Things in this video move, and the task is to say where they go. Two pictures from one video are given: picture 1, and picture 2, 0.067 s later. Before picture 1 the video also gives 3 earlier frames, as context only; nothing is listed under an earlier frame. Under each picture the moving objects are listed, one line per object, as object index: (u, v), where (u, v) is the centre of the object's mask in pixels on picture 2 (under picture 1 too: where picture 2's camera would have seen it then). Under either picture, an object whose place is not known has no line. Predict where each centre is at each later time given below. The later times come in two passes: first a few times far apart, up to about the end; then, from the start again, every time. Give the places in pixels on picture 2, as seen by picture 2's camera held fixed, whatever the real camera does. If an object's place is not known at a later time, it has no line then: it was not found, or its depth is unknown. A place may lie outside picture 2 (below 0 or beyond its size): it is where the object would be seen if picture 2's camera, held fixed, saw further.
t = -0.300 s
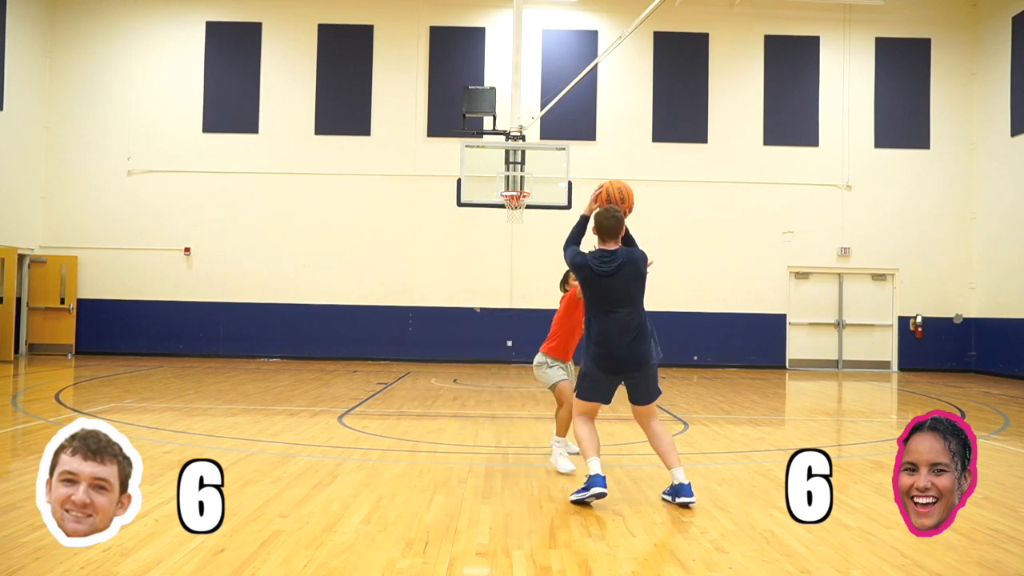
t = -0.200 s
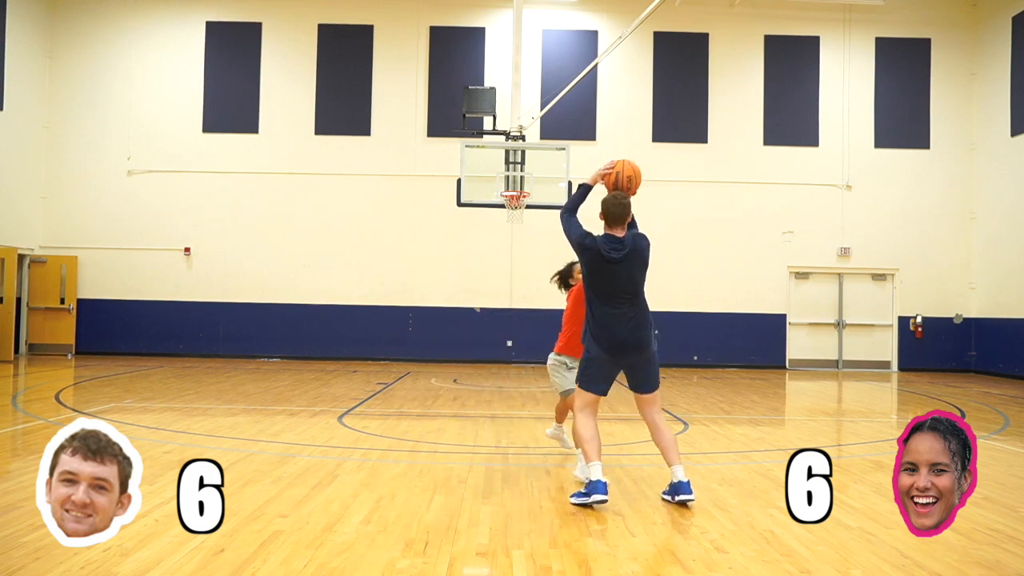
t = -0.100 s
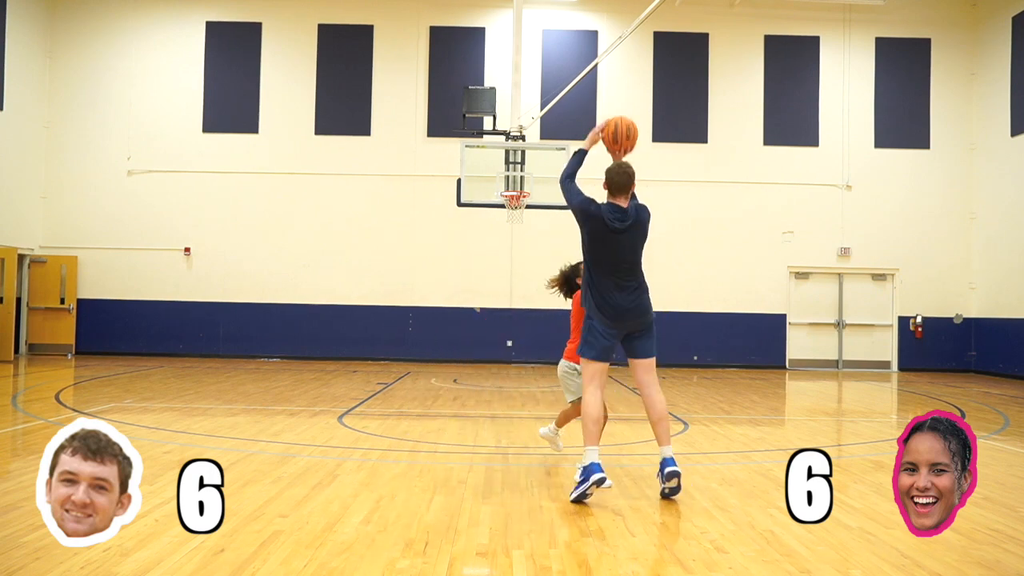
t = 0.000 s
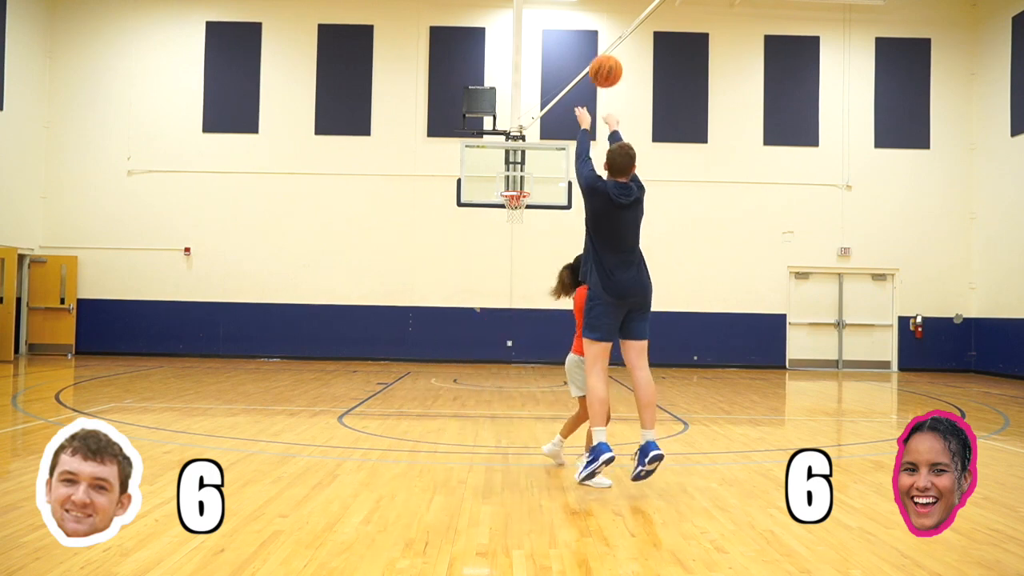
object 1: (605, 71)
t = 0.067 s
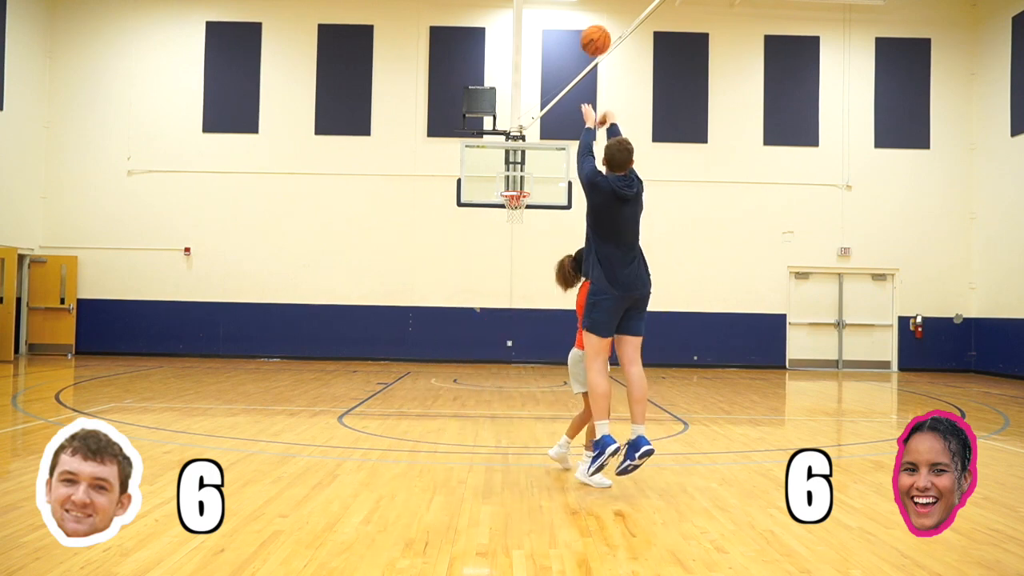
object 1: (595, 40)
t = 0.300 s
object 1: (569, 3)
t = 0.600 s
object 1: (548, 22)
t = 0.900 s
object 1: (532, 100)
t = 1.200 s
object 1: (518, 198)
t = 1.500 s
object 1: (501, 220)
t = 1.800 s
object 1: (496, 282)
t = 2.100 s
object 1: (491, 364)
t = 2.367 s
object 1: (499, 302)
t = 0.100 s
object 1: (591, 28)
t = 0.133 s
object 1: (587, 18)
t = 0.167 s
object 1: (582, 11)
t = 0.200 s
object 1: (579, 8)
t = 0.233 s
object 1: (575, 6)
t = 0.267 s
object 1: (572, 4)
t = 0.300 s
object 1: (569, 3)
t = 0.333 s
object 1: (566, 3)
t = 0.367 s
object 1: (564, 3)
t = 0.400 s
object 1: (561, 3)
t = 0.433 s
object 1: (559, 4)
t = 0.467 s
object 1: (556, 5)
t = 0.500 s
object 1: (554, 7)
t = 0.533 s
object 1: (552, 9)
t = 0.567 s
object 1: (550, 15)
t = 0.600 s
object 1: (548, 22)
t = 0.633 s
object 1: (546, 28)
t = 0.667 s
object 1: (544, 36)
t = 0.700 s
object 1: (542, 43)
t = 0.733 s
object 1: (540, 52)
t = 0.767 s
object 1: (539, 60)
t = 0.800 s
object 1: (537, 69)
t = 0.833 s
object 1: (535, 79)
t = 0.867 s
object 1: (533, 89)
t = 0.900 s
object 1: (532, 100)
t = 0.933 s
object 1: (530, 111)
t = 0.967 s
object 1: (528, 122)
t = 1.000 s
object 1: (527, 133)
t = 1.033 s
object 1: (526, 145)
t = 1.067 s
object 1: (524, 158)
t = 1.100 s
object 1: (523, 170)
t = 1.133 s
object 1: (521, 183)
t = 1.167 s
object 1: (520, 189)
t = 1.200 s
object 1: (518, 198)
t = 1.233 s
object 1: (514, 201)
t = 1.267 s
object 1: (508, 206)
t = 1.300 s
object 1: (505, 209)
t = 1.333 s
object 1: (504, 210)
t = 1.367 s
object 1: (503, 211)
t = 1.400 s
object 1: (503, 211)
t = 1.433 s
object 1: (502, 214)
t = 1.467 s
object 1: (502, 216)
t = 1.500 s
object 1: (501, 220)
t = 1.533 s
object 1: (501, 224)
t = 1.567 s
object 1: (500, 229)
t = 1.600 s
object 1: (500, 234)
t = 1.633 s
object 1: (499, 240)
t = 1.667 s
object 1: (499, 247)
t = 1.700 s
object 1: (498, 255)
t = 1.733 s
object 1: (497, 263)
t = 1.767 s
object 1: (497, 273)
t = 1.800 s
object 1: (496, 282)
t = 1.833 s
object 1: (495, 293)
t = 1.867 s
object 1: (494, 305)
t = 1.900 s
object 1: (494, 317)
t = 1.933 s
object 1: (493, 330)
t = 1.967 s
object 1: (492, 344)
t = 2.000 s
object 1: (491, 358)
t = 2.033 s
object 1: (490, 373)
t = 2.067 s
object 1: (490, 375)
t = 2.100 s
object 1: (491, 364)
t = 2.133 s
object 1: (493, 354)
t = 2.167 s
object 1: (494, 345)
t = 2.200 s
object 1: (494, 336)
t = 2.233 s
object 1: (496, 327)
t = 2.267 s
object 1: (496, 320)
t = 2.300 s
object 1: (498, 313)
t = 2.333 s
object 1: (499, 307)
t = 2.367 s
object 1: (499, 302)
